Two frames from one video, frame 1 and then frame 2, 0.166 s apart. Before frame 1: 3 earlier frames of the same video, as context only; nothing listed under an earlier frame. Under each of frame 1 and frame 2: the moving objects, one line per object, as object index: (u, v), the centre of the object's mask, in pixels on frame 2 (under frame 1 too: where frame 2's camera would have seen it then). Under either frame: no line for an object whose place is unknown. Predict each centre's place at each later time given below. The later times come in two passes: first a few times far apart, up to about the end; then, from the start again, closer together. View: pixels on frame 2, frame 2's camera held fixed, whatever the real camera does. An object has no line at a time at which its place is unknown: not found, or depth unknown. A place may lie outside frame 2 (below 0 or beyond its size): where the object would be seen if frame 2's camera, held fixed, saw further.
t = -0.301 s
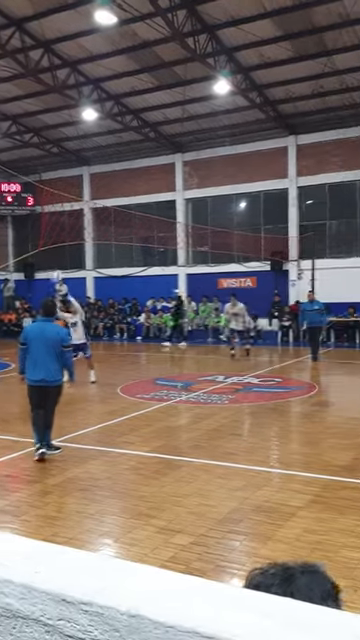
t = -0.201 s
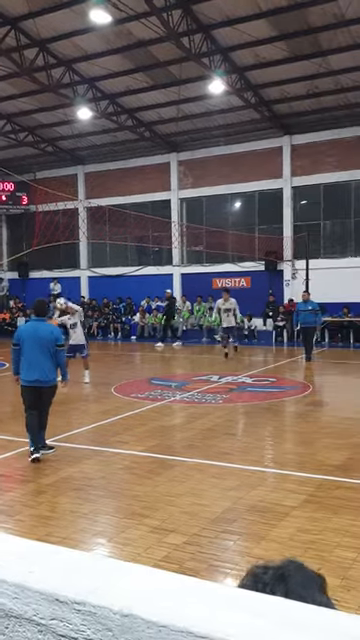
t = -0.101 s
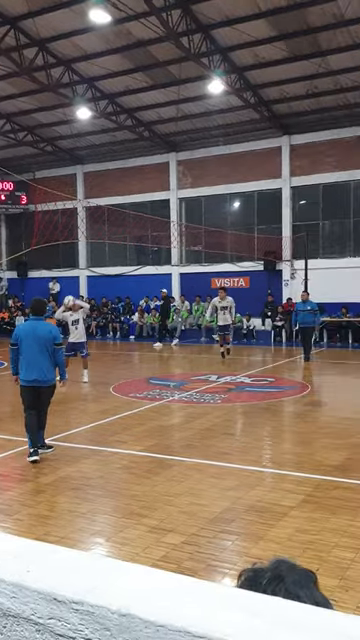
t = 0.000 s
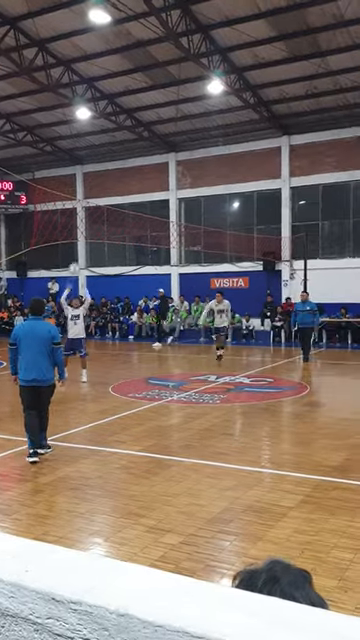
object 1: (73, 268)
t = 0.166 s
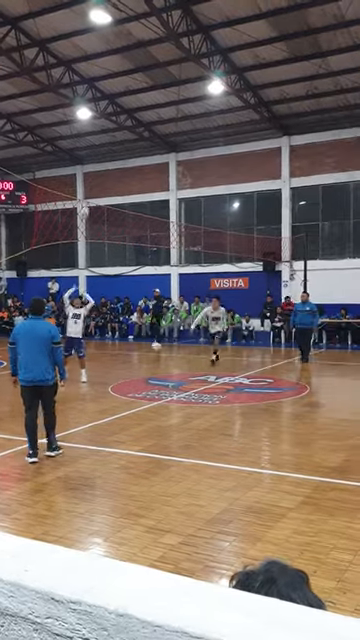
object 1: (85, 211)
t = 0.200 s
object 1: (85, 199)
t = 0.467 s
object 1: (100, 143)
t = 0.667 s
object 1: (113, 124)
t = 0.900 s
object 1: (128, 127)
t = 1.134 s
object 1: (143, 159)
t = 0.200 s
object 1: (85, 199)
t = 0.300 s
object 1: (90, 176)
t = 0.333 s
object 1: (92, 168)
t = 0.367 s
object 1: (95, 160)
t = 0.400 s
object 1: (96, 154)
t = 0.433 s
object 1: (99, 148)
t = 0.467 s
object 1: (100, 143)
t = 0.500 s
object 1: (103, 138)
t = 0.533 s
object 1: (105, 134)
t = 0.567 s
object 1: (107, 130)
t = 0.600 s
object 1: (108, 128)
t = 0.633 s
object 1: (111, 125)
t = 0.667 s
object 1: (113, 124)
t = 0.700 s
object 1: (115, 123)
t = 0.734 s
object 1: (117, 121)
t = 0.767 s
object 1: (119, 121)
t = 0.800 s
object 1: (121, 122)
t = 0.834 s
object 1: (123, 123)
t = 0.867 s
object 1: (126, 125)
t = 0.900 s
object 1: (128, 127)
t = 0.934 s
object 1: (130, 130)
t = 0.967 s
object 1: (132, 133)
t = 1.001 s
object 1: (134, 137)
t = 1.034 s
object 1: (136, 142)
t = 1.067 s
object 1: (139, 147)
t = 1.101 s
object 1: (141, 152)
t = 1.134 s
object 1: (143, 159)
